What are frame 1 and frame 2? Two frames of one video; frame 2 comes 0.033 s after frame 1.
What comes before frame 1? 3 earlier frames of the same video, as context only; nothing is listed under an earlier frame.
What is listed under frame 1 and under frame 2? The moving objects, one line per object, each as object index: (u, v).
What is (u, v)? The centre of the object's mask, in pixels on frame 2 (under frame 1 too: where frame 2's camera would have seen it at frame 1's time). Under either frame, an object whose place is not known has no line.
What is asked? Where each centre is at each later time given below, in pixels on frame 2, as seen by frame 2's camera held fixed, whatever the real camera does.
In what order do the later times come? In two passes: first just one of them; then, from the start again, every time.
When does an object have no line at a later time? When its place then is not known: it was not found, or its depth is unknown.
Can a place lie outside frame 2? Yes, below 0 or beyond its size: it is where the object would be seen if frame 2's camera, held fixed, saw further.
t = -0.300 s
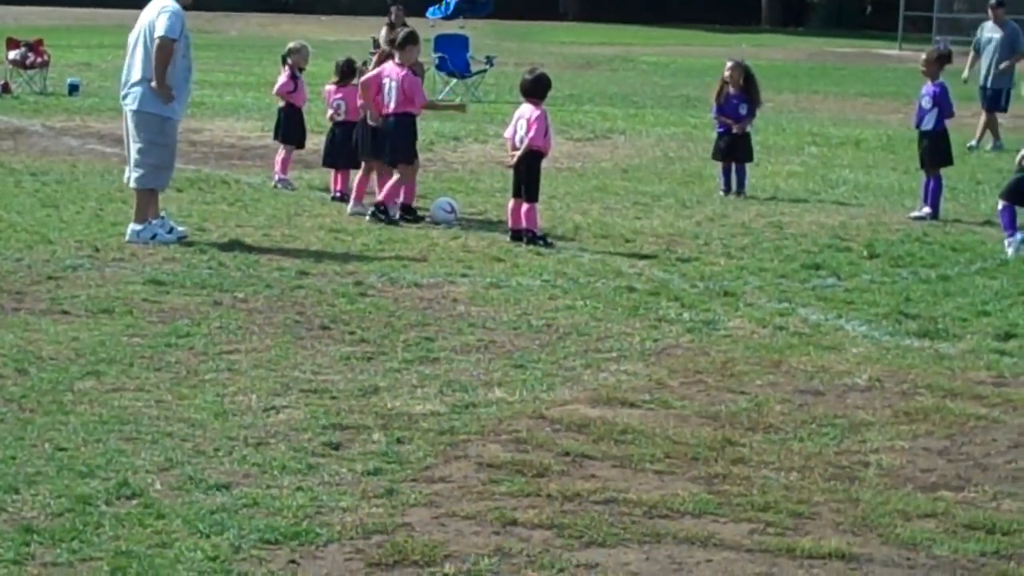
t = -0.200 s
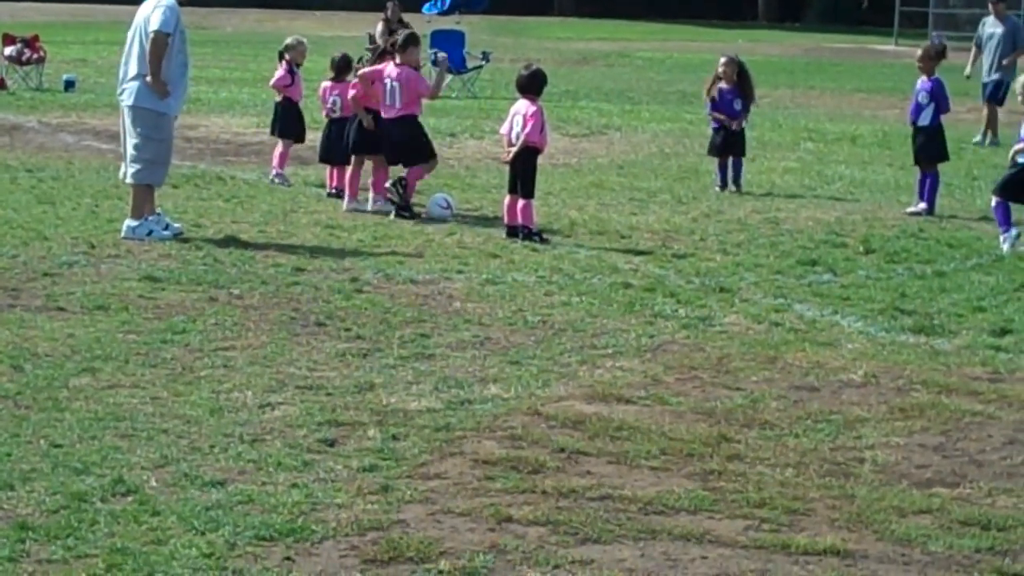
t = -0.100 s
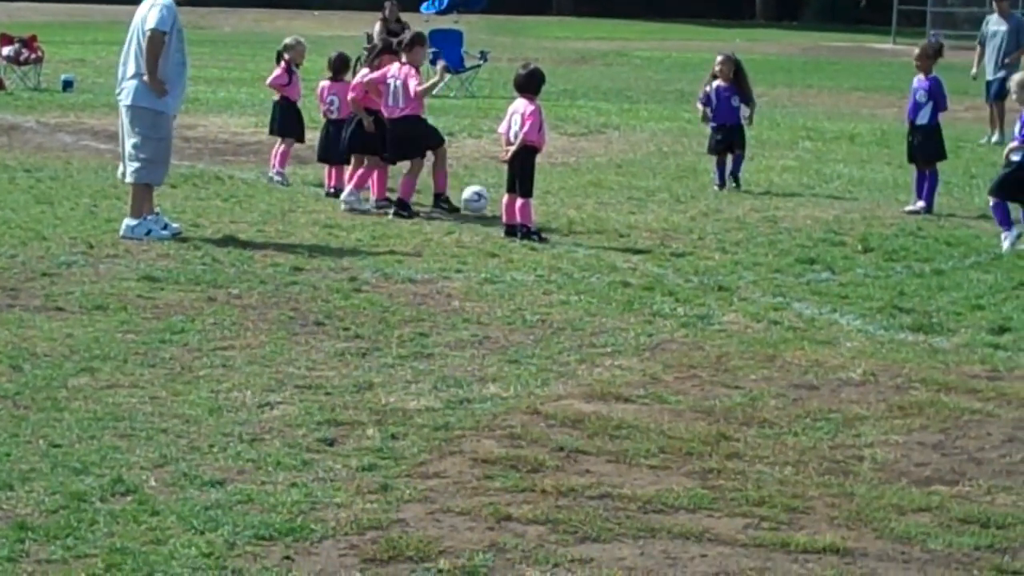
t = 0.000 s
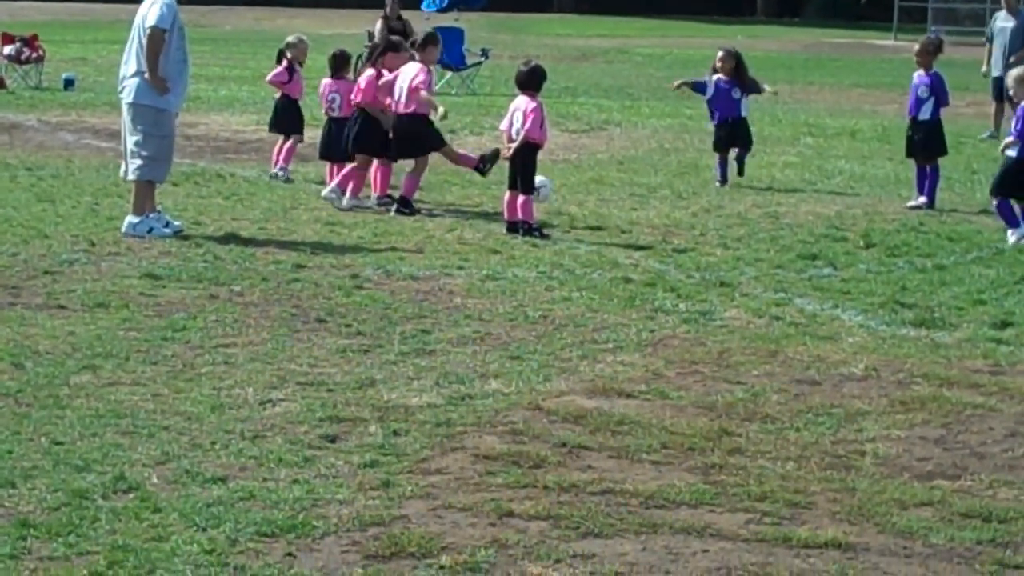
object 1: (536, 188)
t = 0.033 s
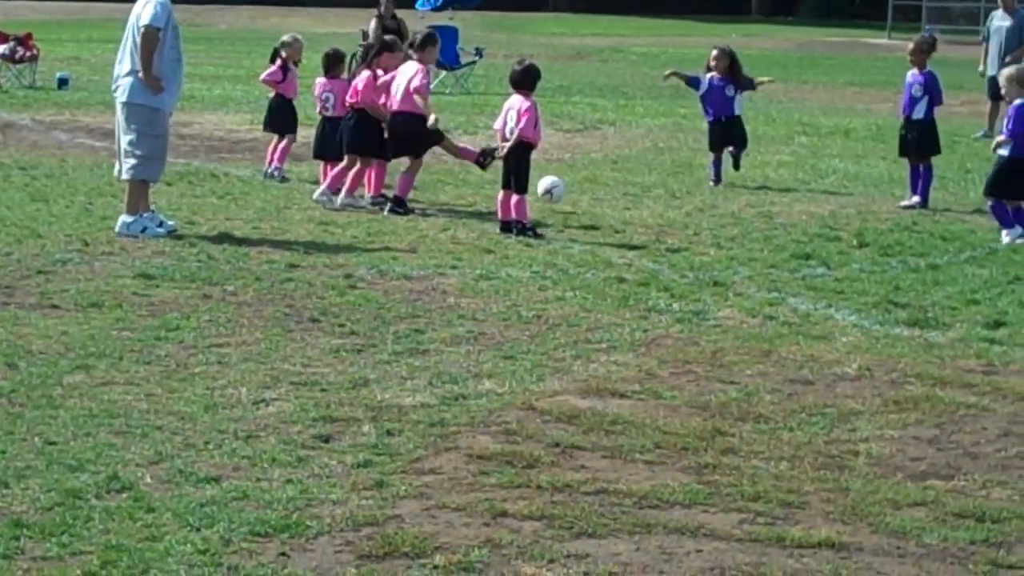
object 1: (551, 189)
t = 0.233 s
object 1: (640, 186)
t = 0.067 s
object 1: (570, 192)
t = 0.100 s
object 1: (589, 196)
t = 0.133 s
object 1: (606, 197)
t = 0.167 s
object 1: (617, 192)
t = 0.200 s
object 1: (628, 187)
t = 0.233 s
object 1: (640, 186)
